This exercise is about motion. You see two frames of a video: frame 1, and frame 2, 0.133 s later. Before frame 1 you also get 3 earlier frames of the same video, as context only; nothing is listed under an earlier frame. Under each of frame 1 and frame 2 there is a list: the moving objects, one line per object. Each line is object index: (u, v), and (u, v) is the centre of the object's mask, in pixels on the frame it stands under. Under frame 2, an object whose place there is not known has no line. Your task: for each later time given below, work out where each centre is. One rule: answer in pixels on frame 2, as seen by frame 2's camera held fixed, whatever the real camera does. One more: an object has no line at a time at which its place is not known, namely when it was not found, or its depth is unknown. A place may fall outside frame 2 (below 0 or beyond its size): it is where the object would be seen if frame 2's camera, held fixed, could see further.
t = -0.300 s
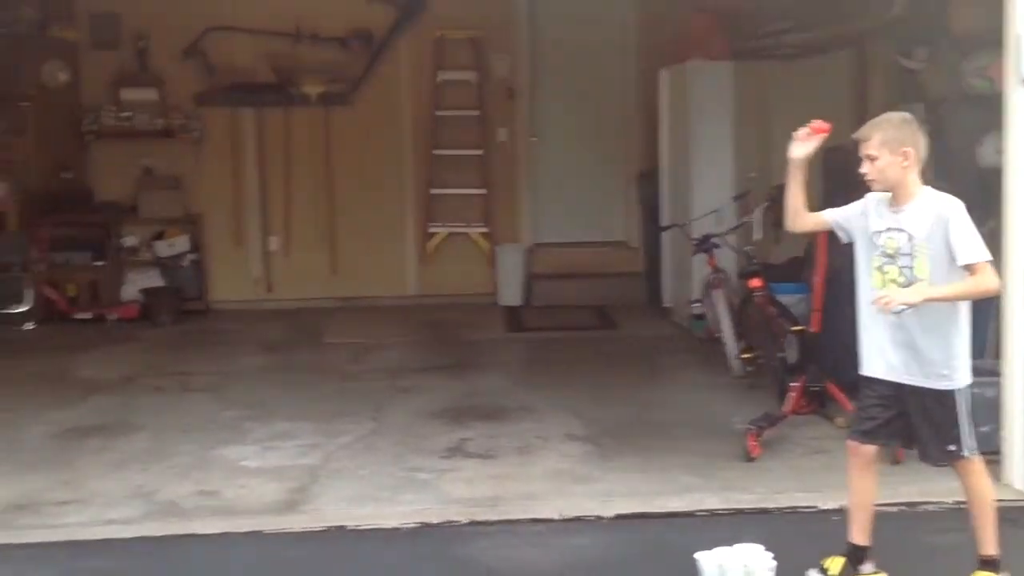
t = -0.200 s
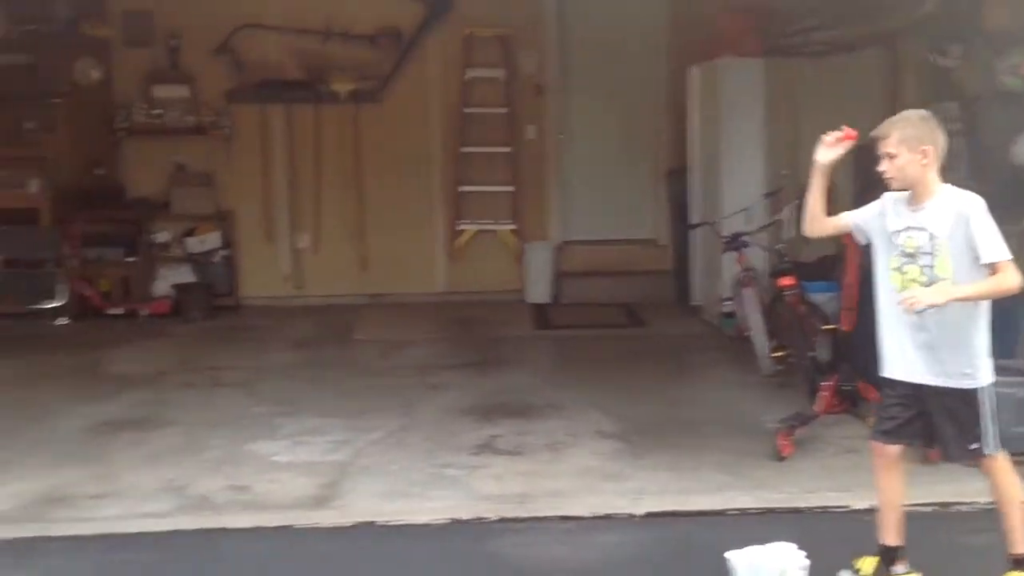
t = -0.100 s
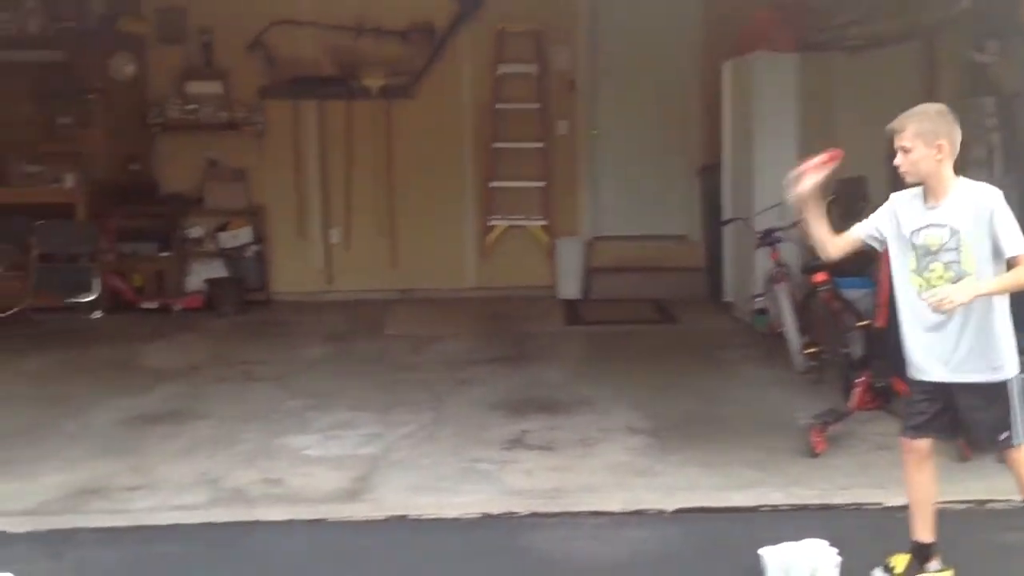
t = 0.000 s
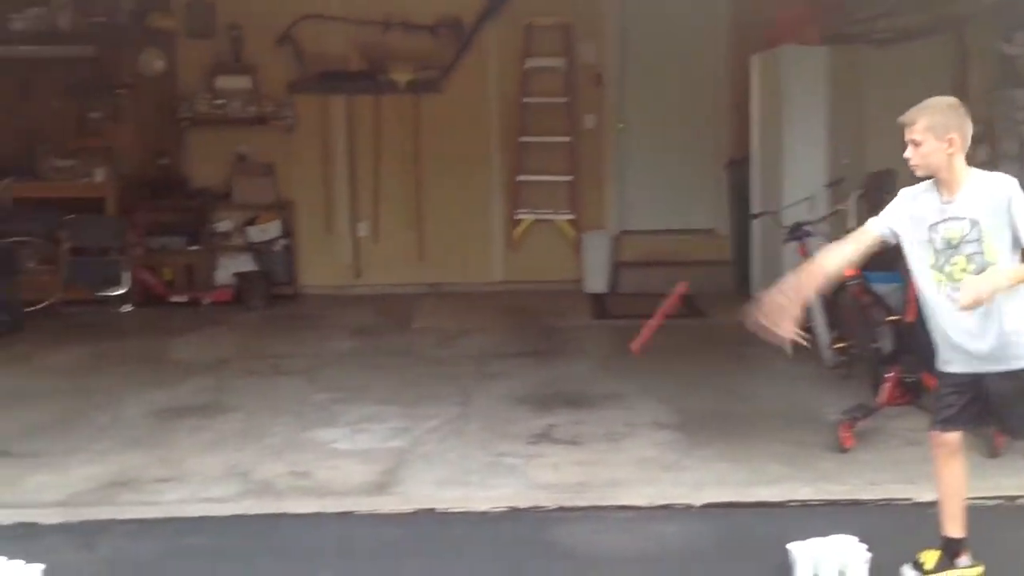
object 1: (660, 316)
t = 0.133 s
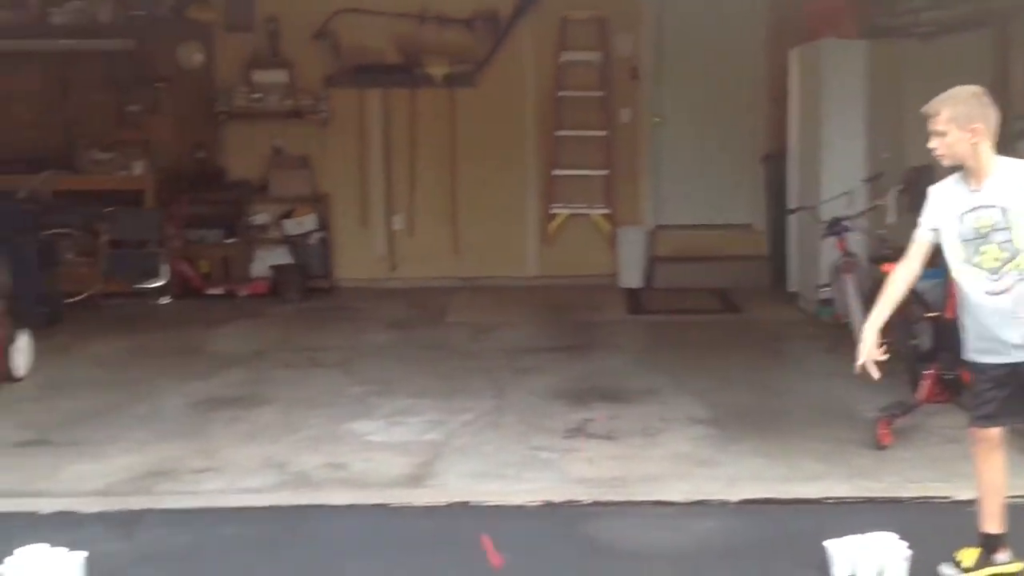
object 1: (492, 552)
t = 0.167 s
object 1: (462, 521)
